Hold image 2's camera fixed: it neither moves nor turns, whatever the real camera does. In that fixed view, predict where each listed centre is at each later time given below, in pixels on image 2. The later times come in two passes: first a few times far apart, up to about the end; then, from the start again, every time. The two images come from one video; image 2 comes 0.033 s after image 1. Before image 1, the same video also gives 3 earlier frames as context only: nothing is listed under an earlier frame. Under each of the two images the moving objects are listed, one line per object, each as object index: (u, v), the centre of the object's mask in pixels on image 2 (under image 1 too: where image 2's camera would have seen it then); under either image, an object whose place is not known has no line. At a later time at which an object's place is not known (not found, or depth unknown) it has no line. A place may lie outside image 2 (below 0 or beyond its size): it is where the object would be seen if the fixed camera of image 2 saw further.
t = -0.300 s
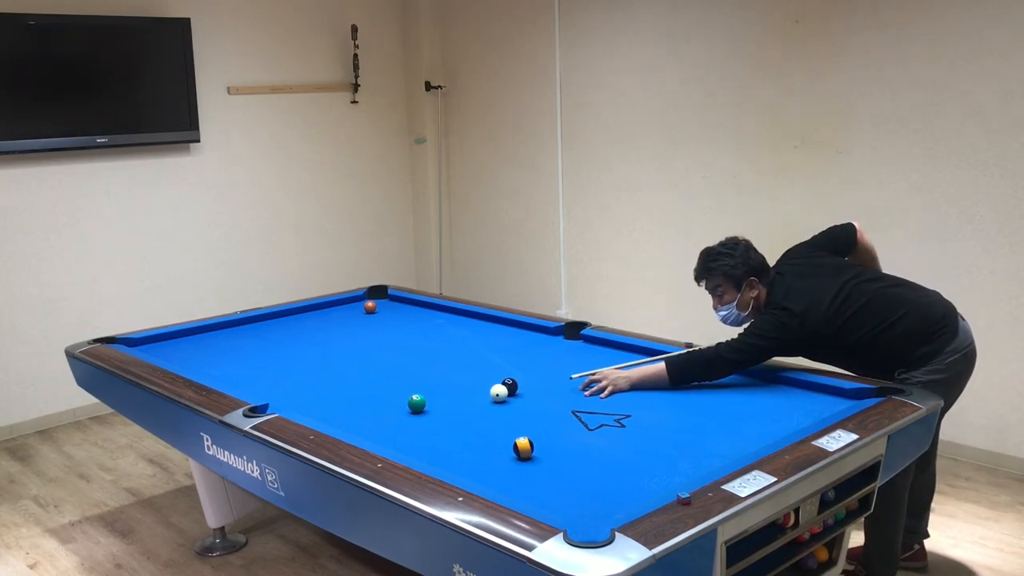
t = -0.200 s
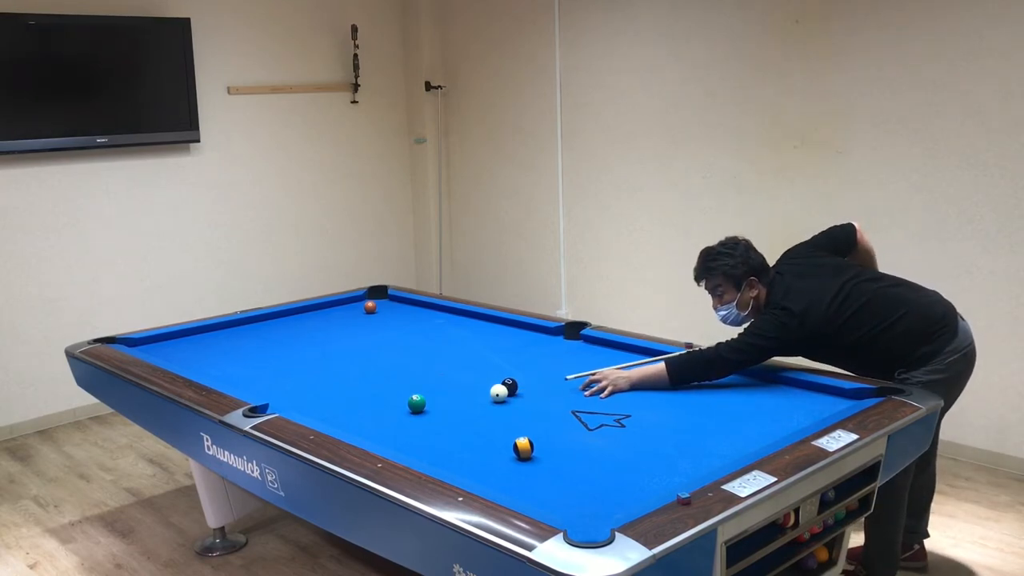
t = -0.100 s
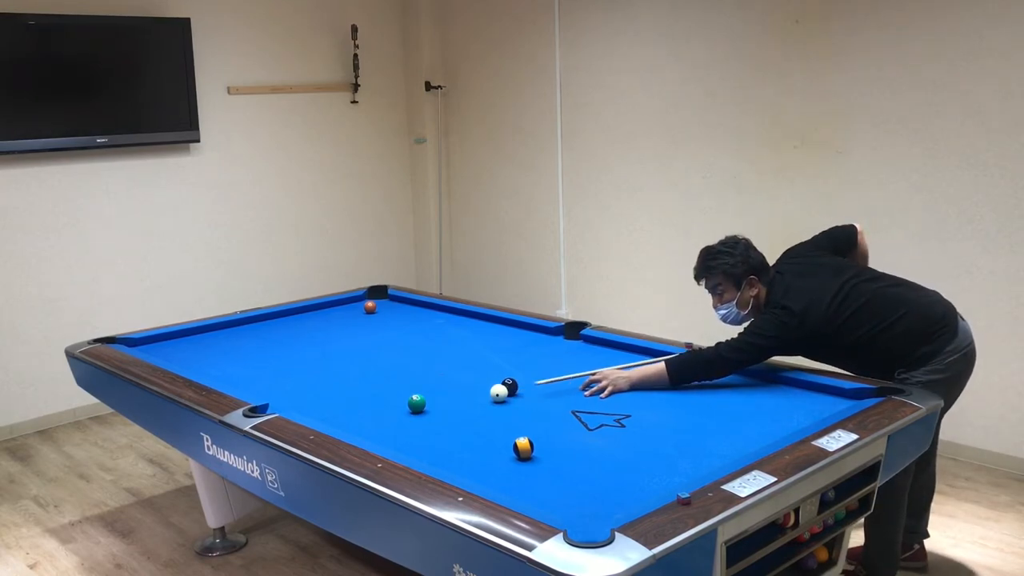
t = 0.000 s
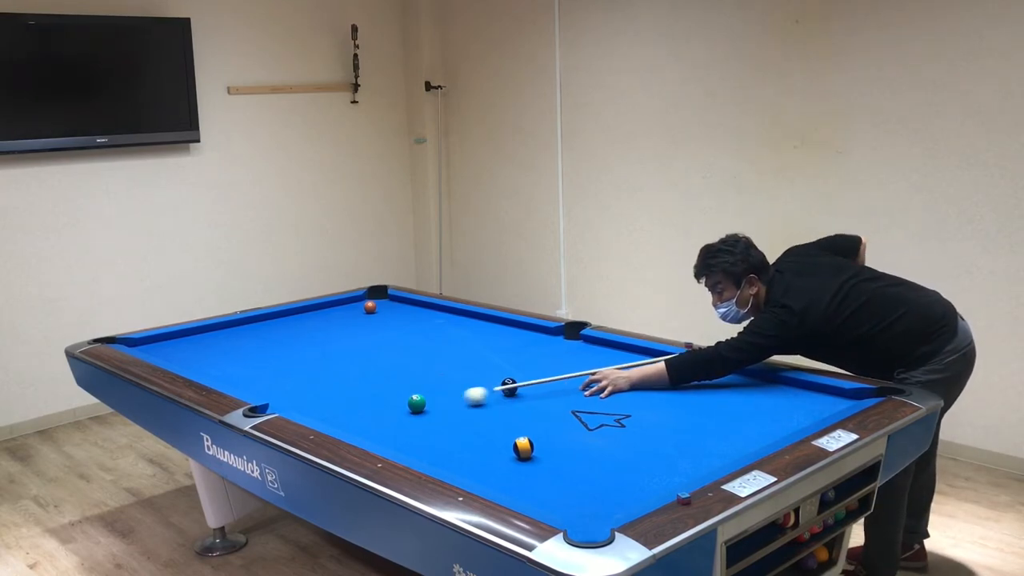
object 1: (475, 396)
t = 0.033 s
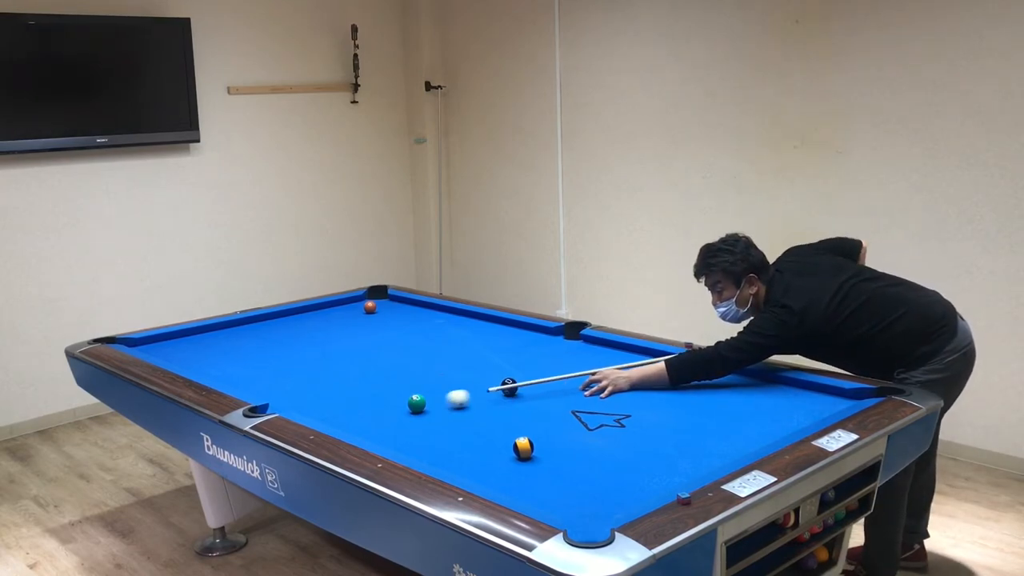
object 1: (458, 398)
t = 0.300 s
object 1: (412, 415)
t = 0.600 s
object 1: (366, 431)
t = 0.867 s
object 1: (376, 427)
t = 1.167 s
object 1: (396, 418)
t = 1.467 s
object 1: (414, 410)
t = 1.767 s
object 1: (429, 402)
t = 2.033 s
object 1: (441, 396)
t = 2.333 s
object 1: (452, 391)
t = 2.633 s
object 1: (461, 386)
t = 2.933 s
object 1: (469, 381)
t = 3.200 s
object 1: (475, 378)
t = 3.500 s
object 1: (480, 375)
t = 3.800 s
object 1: (485, 373)
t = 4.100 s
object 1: (488, 371)
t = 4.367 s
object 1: (489, 370)
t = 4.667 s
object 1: (489, 369)
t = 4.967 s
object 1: (490, 369)
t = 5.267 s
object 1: (490, 369)
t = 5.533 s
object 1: (490, 369)
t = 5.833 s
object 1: (490, 369)
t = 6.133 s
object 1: (490, 369)
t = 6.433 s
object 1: (490, 369)
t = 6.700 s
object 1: (490, 369)
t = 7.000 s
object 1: (490, 369)
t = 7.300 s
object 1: (490, 369)
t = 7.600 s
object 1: (490, 369)
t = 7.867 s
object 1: (490, 369)
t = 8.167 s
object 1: (490, 369)
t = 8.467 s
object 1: (490, 369)
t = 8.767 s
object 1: (490, 369)
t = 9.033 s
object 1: (490, 369)
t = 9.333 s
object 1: (490, 369)
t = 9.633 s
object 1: (490, 369)
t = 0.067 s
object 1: (441, 401)
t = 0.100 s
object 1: (434, 403)
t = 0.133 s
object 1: (433, 405)
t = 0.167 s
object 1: (430, 407)
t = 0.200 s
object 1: (426, 409)
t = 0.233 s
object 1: (422, 411)
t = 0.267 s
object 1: (417, 413)
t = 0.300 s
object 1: (412, 415)
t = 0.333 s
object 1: (407, 417)
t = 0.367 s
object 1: (401, 419)
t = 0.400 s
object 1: (396, 420)
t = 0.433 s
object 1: (391, 423)
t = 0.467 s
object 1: (386, 424)
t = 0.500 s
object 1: (381, 427)
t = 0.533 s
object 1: (376, 429)
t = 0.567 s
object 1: (371, 430)
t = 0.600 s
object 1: (366, 431)
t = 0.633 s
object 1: (360, 432)
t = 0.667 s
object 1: (361, 431)
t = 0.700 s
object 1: (365, 431)
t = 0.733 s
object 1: (367, 431)
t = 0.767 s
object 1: (369, 430)
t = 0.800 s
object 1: (371, 430)
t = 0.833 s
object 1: (374, 429)
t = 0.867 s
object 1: (376, 427)
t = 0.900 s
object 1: (378, 427)
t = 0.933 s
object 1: (381, 425)
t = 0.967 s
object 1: (383, 424)
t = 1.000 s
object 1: (385, 423)
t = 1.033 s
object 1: (387, 422)
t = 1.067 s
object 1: (390, 421)
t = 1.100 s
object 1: (392, 420)
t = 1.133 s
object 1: (394, 419)
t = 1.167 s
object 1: (396, 418)
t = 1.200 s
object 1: (398, 417)
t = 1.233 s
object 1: (400, 416)
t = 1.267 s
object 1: (403, 415)
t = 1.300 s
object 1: (404, 414)
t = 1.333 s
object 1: (406, 413)
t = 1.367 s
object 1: (408, 412)
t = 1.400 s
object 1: (410, 412)
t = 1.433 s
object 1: (412, 410)
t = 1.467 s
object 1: (414, 410)
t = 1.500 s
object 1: (415, 409)
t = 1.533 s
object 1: (417, 408)
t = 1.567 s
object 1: (419, 407)
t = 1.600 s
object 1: (421, 406)
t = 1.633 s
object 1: (422, 405)
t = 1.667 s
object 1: (424, 405)
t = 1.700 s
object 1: (426, 404)
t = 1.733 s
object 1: (427, 403)
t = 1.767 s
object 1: (429, 402)
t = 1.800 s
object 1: (430, 401)
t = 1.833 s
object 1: (432, 401)
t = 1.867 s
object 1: (433, 400)
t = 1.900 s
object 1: (435, 399)
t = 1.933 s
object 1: (436, 399)
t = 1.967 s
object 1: (438, 398)
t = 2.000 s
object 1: (439, 397)
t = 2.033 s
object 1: (441, 396)
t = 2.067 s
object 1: (442, 396)
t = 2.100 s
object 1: (443, 395)
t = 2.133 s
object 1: (444, 394)
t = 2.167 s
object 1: (446, 394)
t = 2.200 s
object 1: (447, 393)
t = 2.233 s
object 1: (448, 392)
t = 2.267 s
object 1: (449, 392)
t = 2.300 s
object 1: (450, 391)
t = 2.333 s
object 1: (452, 391)
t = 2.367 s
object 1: (453, 390)
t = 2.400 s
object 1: (454, 389)
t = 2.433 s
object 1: (455, 389)
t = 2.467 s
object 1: (456, 388)
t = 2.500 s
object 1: (457, 388)
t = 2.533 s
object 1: (458, 387)
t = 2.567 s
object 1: (459, 387)
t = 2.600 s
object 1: (460, 386)
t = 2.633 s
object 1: (461, 386)
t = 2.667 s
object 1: (462, 385)
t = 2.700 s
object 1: (463, 385)
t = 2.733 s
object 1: (464, 384)
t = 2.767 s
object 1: (465, 384)
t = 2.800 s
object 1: (465, 383)
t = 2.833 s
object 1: (467, 383)
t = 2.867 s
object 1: (467, 382)
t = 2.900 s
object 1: (468, 382)
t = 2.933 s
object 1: (469, 381)
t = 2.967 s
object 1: (470, 381)
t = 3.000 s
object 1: (471, 380)
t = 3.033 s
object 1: (471, 380)
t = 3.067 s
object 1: (472, 380)
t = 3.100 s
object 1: (473, 379)
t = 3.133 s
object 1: (473, 379)
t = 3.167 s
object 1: (474, 378)
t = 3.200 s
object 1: (475, 378)
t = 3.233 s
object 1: (476, 378)
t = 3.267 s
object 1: (476, 377)
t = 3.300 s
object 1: (477, 377)
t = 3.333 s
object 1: (478, 377)
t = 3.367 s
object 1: (478, 376)
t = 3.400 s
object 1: (479, 376)
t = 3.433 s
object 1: (479, 376)
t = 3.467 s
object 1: (480, 376)
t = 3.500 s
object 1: (480, 375)
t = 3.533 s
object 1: (481, 375)
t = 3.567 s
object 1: (481, 375)
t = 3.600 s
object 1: (482, 374)
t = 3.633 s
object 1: (482, 374)
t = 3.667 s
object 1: (483, 374)
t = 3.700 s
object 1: (483, 374)
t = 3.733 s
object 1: (484, 373)
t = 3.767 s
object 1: (484, 373)
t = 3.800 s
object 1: (485, 373)
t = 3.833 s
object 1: (485, 373)
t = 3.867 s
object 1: (485, 372)
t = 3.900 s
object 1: (486, 372)
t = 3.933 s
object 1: (486, 372)
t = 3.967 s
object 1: (487, 372)
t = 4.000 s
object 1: (487, 372)
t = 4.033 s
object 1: (487, 371)
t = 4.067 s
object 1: (487, 371)
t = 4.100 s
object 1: (488, 371)
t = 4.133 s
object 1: (488, 371)
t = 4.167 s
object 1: (488, 370)
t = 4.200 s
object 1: (488, 370)
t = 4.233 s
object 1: (488, 370)
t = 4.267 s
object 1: (488, 370)
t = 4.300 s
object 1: (489, 370)
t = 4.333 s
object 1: (489, 370)
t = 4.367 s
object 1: (489, 370)
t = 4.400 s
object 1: (489, 370)
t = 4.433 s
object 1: (489, 369)
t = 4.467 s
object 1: (489, 369)
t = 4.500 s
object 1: (489, 369)
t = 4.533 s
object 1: (489, 369)
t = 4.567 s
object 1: (489, 369)
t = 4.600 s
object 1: (489, 369)
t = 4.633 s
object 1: (489, 369)
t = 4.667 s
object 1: (489, 369)
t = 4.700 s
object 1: (490, 369)
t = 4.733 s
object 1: (490, 369)
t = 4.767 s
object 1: (490, 369)
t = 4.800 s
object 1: (490, 369)
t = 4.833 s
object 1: (490, 369)
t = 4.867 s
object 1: (490, 369)
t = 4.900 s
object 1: (490, 369)
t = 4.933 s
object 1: (490, 369)
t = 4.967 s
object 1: (490, 369)
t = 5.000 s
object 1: (490, 369)
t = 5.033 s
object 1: (490, 369)
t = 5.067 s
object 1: (490, 369)
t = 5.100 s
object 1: (490, 369)
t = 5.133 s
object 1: (490, 369)
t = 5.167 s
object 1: (490, 369)
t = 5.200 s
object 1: (490, 369)
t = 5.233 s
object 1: (490, 369)
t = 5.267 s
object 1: (490, 369)
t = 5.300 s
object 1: (490, 369)
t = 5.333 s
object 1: (490, 369)
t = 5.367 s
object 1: (490, 369)
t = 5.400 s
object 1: (490, 369)
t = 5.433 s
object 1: (490, 369)
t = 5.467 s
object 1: (490, 369)
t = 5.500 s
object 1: (490, 369)
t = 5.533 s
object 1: (490, 369)
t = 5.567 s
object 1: (490, 369)
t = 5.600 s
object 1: (490, 369)
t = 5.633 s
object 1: (490, 369)
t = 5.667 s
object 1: (490, 369)
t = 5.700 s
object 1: (490, 369)
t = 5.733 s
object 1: (490, 369)
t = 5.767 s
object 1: (490, 369)
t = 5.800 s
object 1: (490, 369)
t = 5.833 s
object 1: (490, 369)
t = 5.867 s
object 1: (490, 369)
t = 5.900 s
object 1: (490, 369)
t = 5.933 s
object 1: (490, 369)
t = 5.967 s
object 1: (490, 369)
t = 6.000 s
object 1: (490, 369)
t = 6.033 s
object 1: (490, 369)
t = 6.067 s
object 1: (490, 369)
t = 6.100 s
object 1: (490, 369)
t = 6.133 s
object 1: (490, 369)
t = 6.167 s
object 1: (490, 369)
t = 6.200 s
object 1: (490, 369)
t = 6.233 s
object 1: (490, 369)
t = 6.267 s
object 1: (490, 369)
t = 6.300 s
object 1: (490, 369)
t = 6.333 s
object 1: (490, 369)
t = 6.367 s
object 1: (490, 369)
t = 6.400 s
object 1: (490, 369)
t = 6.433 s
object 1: (490, 369)
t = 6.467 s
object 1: (490, 369)
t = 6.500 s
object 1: (490, 369)
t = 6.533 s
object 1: (490, 369)
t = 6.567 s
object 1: (490, 369)
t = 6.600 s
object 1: (490, 369)
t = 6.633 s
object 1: (490, 369)
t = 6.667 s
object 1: (490, 369)
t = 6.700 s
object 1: (490, 369)
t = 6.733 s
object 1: (490, 369)
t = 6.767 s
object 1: (490, 369)
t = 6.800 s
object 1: (490, 369)
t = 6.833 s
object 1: (490, 369)
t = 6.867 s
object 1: (490, 369)
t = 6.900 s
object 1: (490, 369)
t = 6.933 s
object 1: (490, 369)
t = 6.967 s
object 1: (490, 369)
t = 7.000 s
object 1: (490, 369)
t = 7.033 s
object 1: (490, 369)
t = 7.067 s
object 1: (490, 369)
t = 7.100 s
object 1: (490, 369)
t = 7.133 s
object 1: (490, 369)
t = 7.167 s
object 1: (490, 369)
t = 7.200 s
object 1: (490, 369)
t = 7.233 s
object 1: (490, 369)
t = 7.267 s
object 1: (490, 369)
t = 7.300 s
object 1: (490, 369)
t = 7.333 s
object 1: (490, 369)
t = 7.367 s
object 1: (490, 369)
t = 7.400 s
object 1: (490, 369)
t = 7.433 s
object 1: (490, 369)
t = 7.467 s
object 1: (490, 369)
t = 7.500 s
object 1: (490, 369)
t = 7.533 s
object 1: (490, 369)
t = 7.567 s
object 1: (490, 369)
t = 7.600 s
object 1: (490, 369)
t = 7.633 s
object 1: (490, 369)
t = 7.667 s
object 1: (490, 369)
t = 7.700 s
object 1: (490, 369)
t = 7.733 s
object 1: (490, 369)
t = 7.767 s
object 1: (490, 369)
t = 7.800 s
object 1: (490, 369)
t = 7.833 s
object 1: (490, 369)
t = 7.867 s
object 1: (490, 369)
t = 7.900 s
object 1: (490, 369)
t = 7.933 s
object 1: (490, 369)
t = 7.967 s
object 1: (490, 369)
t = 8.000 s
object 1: (490, 369)
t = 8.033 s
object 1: (490, 369)
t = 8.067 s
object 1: (490, 369)
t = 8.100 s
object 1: (490, 369)
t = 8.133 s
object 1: (490, 369)
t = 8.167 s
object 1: (490, 369)
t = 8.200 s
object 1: (490, 369)
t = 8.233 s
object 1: (490, 369)
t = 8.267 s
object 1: (490, 369)
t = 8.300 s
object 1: (490, 369)
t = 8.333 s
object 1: (490, 369)
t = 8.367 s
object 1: (490, 369)
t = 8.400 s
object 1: (490, 369)
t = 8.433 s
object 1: (490, 369)
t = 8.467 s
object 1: (490, 369)
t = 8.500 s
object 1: (490, 369)
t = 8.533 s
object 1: (490, 369)
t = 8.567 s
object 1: (490, 369)
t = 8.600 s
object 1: (490, 369)
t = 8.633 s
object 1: (490, 369)
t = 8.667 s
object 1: (490, 369)
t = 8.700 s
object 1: (490, 369)
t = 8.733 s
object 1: (490, 369)
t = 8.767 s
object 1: (490, 369)
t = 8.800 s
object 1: (490, 369)
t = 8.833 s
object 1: (490, 369)
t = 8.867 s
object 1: (490, 369)
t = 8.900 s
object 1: (490, 369)
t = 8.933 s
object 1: (490, 369)
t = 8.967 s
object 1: (490, 369)
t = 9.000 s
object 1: (490, 369)
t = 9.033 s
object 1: (490, 369)
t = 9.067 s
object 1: (490, 369)
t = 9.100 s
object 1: (490, 369)
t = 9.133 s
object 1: (490, 369)
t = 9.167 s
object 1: (490, 369)
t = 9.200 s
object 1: (490, 369)
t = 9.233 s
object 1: (490, 369)
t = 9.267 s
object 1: (490, 369)
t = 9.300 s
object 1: (490, 369)
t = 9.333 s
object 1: (490, 369)
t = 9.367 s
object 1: (490, 369)
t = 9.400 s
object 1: (490, 369)
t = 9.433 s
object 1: (490, 369)
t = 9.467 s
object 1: (490, 369)
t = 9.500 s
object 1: (490, 369)
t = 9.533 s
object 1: (490, 369)
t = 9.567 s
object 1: (490, 369)
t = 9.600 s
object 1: (490, 369)
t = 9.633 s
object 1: (490, 369)
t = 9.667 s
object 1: (490, 369)
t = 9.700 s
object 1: (490, 369)
